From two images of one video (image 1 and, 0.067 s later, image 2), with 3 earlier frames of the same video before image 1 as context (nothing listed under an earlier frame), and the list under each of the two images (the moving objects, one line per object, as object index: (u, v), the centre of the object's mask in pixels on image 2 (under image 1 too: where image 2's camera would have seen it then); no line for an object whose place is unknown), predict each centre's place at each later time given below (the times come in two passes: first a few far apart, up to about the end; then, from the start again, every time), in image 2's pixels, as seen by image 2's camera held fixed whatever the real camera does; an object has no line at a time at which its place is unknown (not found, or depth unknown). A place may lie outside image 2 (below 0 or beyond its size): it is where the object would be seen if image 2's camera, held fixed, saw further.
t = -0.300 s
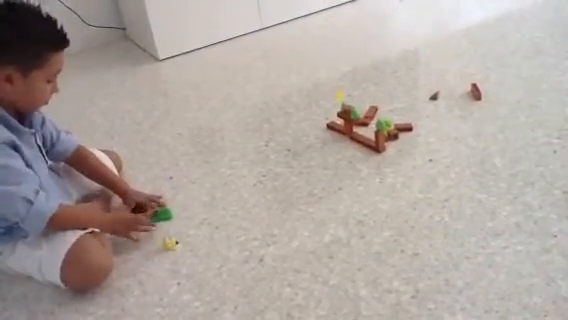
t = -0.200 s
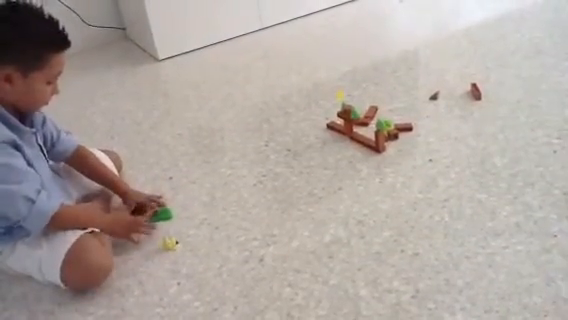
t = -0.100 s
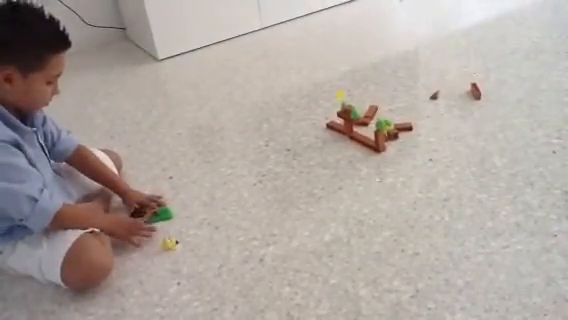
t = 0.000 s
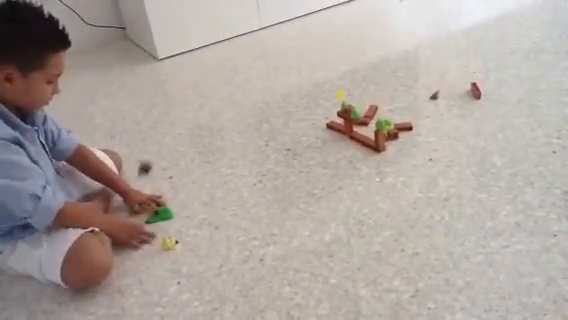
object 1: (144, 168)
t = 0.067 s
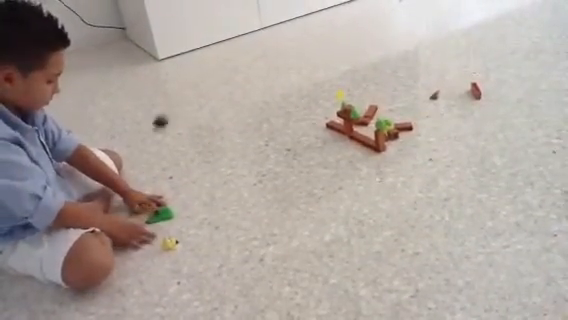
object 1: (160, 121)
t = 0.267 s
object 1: (228, 63)
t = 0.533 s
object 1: (311, 114)
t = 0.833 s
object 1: (330, 114)
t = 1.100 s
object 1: (340, 114)
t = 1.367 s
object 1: (340, 114)
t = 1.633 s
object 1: (340, 114)
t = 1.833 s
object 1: (340, 114)
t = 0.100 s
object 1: (170, 103)
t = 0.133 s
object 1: (179, 88)
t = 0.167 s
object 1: (191, 76)
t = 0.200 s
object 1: (203, 68)
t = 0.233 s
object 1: (215, 63)
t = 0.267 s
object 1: (228, 63)
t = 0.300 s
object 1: (241, 66)
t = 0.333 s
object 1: (255, 73)
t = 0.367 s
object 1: (269, 82)
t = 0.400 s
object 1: (283, 96)
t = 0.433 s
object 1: (296, 111)
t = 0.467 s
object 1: (309, 128)
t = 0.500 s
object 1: (311, 123)
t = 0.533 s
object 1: (311, 114)
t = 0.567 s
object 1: (311, 108)
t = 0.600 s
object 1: (313, 104)
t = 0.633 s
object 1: (314, 104)
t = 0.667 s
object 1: (315, 107)
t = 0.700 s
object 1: (318, 112)
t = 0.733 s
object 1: (320, 120)
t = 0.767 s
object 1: (323, 124)
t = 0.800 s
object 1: (326, 118)
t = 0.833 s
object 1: (330, 114)
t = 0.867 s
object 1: (333, 113)
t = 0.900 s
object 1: (338, 115)
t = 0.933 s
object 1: (340, 116)
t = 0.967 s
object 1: (340, 117)
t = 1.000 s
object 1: (339, 117)
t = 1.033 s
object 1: (340, 117)
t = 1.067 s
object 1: (340, 115)
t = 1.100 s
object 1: (340, 114)
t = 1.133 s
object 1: (340, 114)
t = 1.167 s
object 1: (340, 115)
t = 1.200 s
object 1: (340, 114)
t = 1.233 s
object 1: (340, 115)
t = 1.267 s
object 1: (340, 114)
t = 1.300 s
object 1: (340, 114)
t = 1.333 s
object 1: (340, 115)
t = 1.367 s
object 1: (340, 114)
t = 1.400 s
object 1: (340, 115)
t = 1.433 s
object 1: (340, 114)
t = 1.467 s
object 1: (340, 115)
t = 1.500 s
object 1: (340, 115)
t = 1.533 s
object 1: (340, 115)
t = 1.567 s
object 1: (340, 115)
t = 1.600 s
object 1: (340, 114)
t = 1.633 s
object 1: (340, 114)
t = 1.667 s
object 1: (340, 114)
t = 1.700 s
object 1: (340, 114)
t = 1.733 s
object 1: (340, 114)
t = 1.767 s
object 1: (340, 114)
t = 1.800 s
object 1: (340, 114)
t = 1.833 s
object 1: (340, 114)
